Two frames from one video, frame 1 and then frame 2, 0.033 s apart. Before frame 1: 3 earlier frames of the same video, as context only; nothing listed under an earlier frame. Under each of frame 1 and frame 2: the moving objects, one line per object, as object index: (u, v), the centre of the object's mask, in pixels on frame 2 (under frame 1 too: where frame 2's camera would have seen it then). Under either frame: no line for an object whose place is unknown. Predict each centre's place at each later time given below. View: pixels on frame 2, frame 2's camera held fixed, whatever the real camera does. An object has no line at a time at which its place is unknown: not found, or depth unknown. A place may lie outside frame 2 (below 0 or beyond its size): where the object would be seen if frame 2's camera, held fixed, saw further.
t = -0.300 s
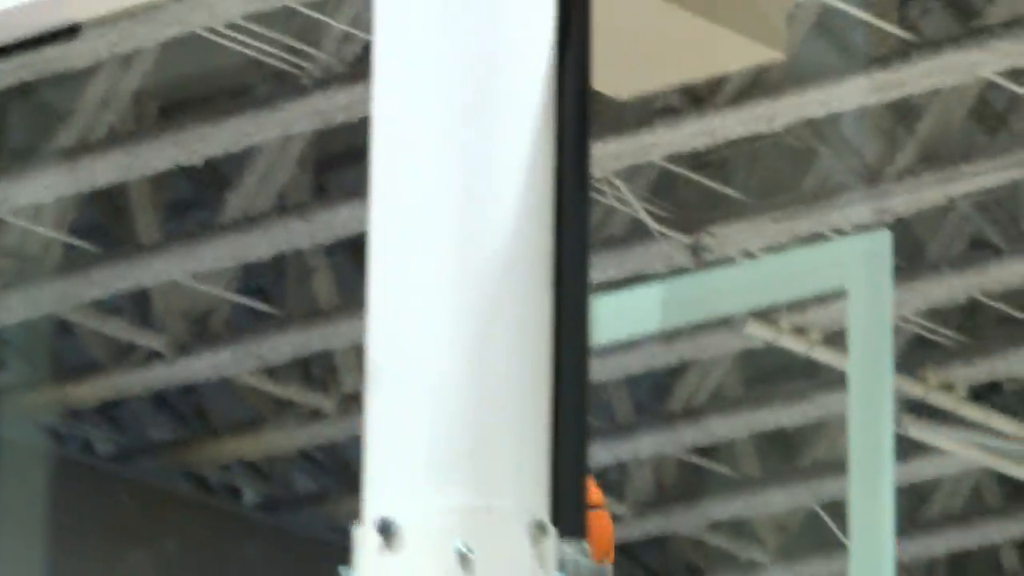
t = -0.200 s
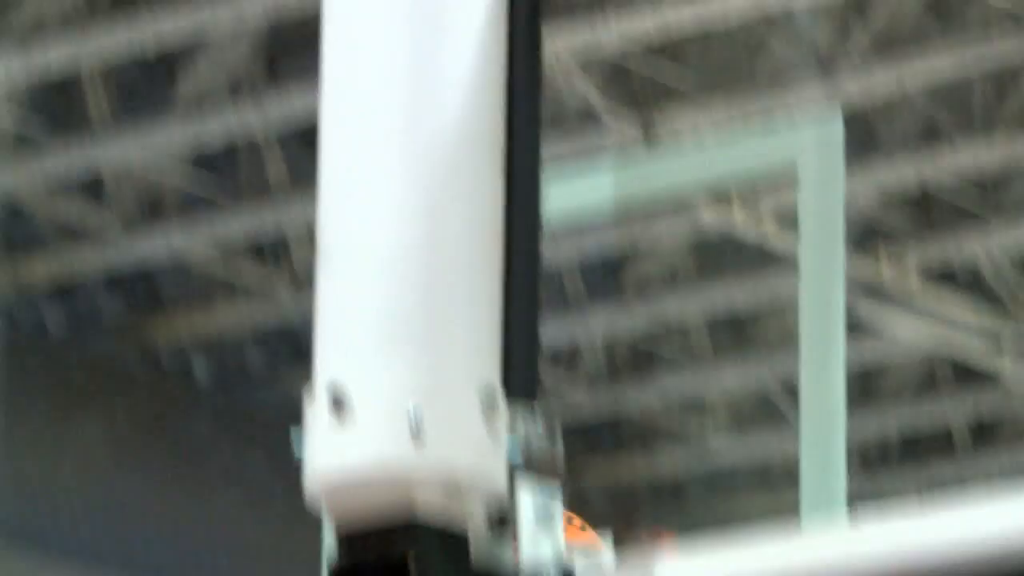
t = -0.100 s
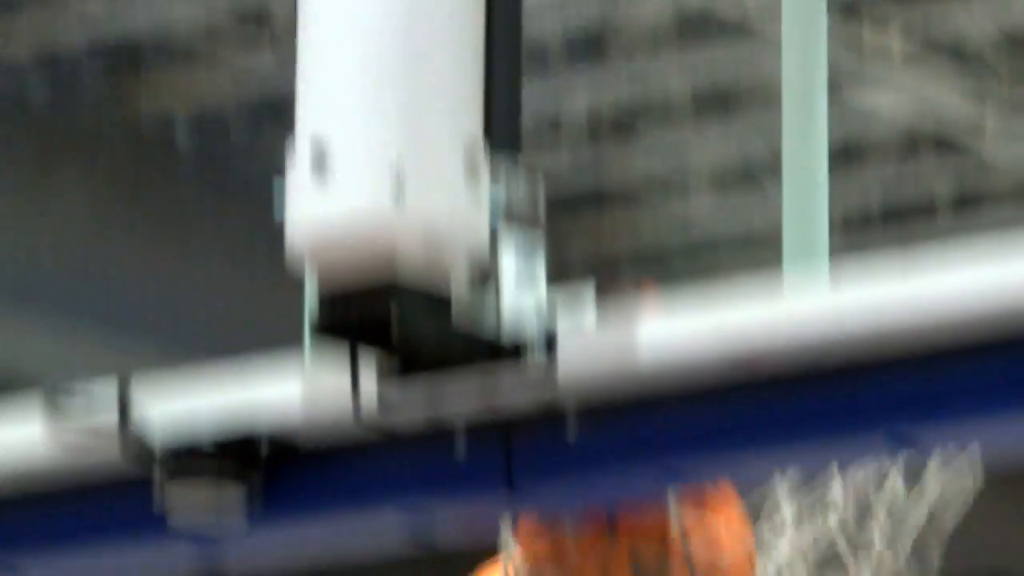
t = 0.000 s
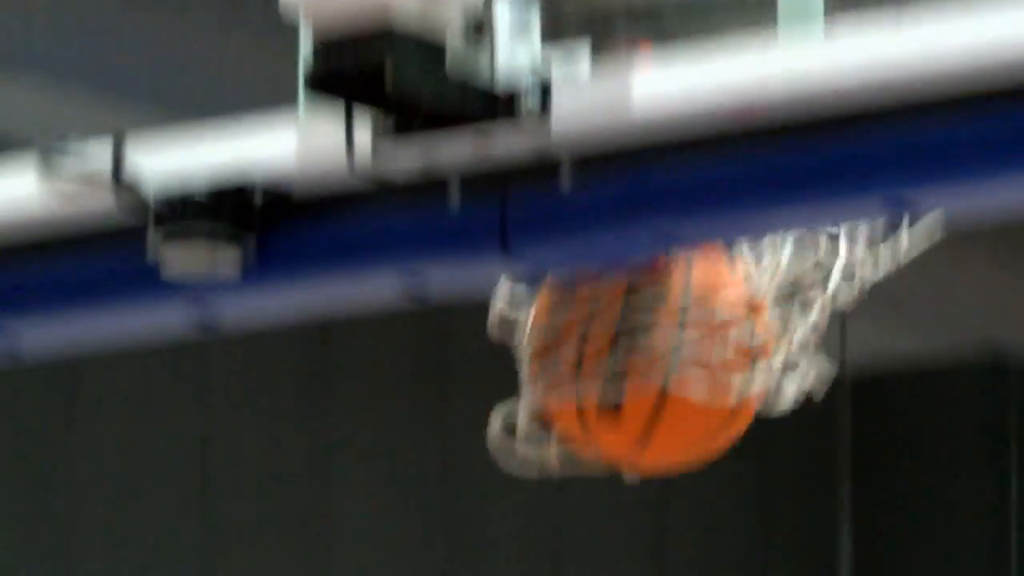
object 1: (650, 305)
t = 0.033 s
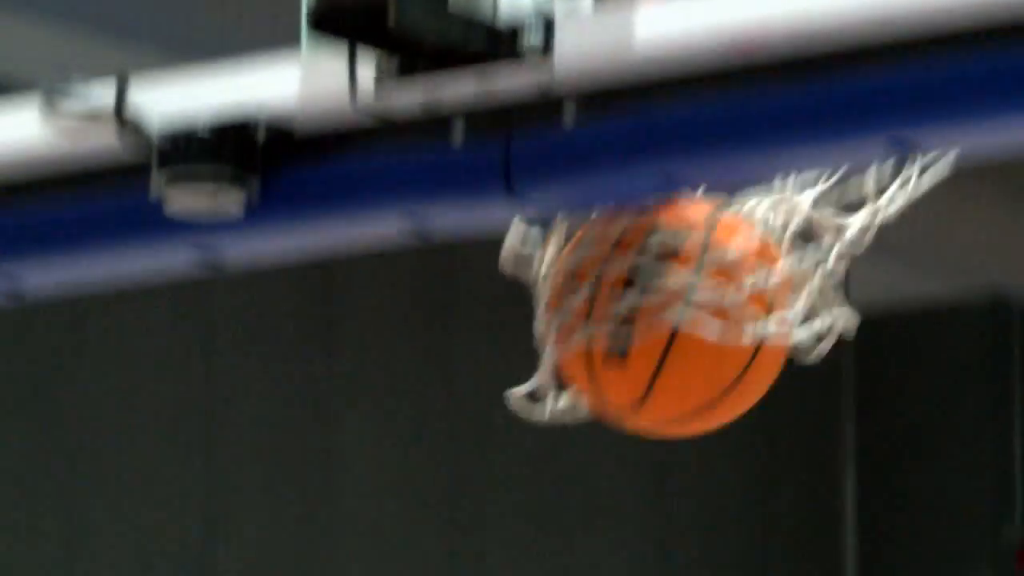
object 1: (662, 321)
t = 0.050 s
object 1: (669, 333)
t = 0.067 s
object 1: (688, 400)
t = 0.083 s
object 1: (698, 410)
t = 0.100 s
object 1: (709, 428)
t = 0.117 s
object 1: (719, 446)
